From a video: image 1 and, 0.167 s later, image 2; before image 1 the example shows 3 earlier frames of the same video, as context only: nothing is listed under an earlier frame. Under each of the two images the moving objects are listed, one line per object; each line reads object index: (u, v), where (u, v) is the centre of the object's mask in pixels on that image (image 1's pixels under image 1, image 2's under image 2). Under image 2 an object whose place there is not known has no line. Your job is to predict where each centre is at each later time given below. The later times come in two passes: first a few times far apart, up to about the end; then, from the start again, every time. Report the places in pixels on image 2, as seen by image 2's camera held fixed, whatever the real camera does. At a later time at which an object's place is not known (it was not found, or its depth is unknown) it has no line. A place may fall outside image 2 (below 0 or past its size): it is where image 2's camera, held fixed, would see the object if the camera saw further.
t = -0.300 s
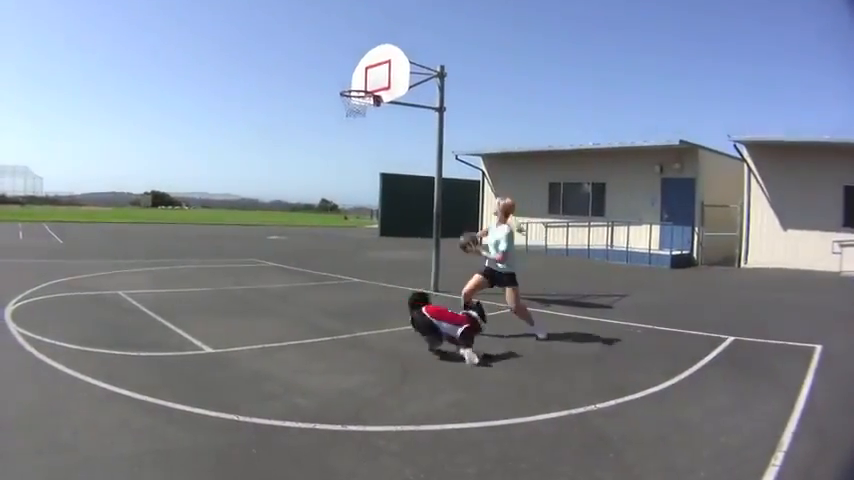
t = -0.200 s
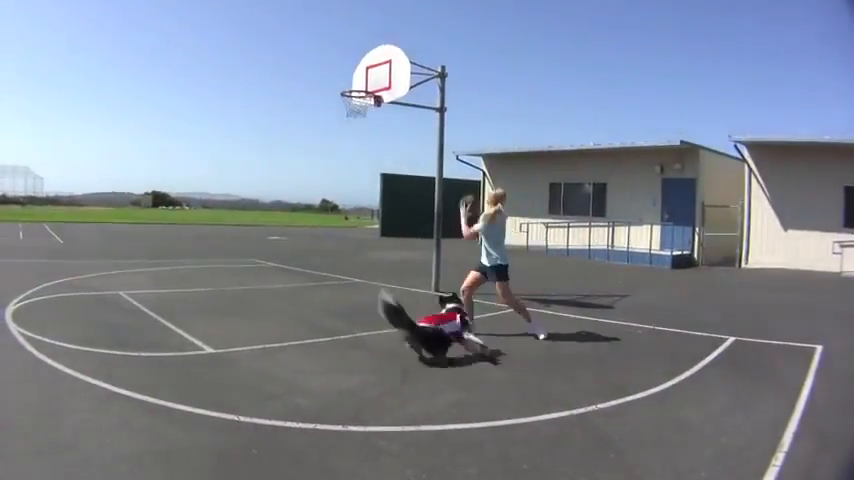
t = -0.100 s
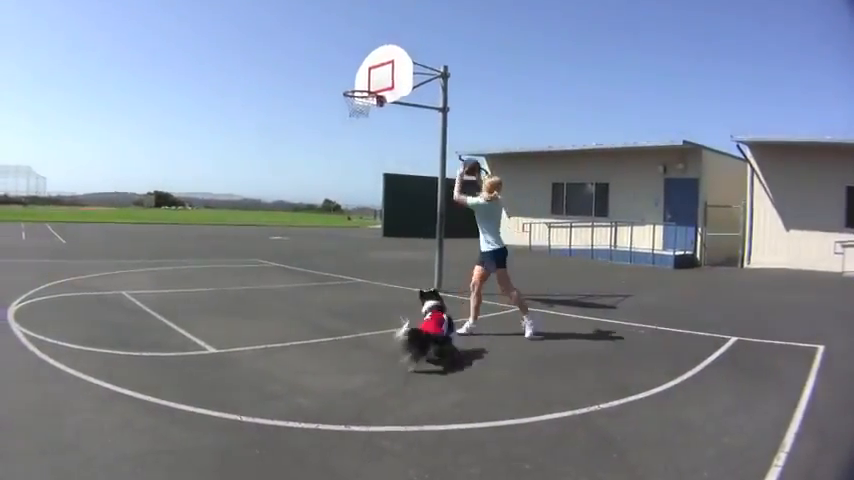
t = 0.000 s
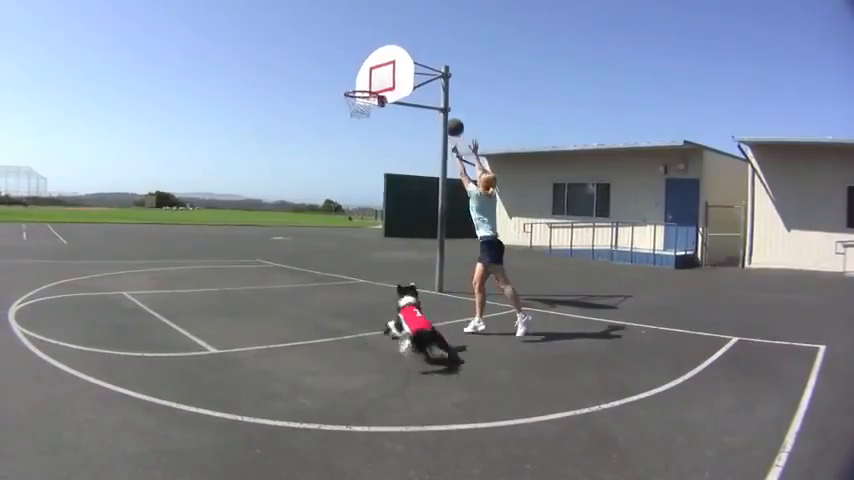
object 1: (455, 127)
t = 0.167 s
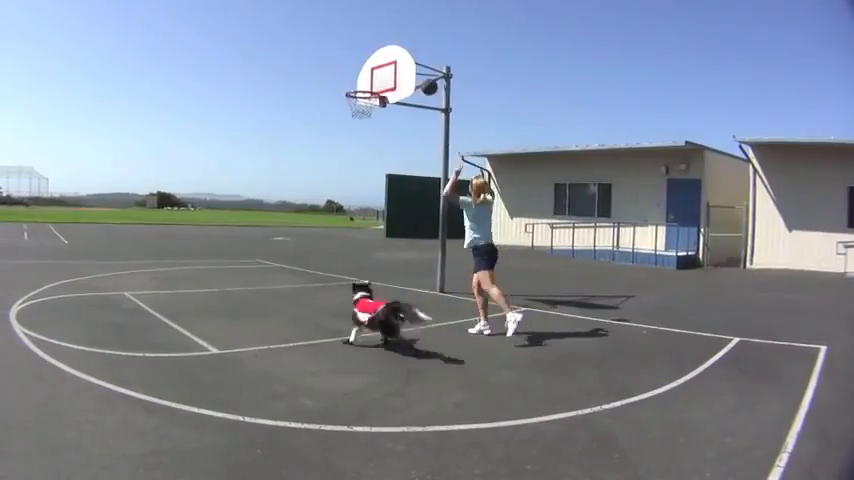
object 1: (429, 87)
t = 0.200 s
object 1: (424, 82)
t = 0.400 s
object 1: (397, 71)
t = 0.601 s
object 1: (372, 88)
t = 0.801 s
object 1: (353, 106)
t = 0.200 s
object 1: (424, 82)
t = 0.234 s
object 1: (420, 78)
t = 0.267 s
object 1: (415, 75)
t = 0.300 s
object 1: (410, 72)
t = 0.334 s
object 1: (405, 71)
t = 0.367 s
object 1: (401, 71)
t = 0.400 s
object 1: (397, 71)
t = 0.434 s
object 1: (393, 72)
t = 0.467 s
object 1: (388, 74)
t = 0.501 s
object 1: (384, 77)
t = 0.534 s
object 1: (380, 80)
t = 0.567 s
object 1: (376, 84)
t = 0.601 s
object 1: (372, 88)
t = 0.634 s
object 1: (368, 93)
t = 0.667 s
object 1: (363, 96)
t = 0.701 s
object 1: (357, 98)
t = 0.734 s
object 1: (352, 100)
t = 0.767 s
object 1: (352, 103)
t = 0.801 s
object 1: (353, 106)
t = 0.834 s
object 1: (353, 110)
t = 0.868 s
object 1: (355, 112)
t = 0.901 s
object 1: (357, 115)
